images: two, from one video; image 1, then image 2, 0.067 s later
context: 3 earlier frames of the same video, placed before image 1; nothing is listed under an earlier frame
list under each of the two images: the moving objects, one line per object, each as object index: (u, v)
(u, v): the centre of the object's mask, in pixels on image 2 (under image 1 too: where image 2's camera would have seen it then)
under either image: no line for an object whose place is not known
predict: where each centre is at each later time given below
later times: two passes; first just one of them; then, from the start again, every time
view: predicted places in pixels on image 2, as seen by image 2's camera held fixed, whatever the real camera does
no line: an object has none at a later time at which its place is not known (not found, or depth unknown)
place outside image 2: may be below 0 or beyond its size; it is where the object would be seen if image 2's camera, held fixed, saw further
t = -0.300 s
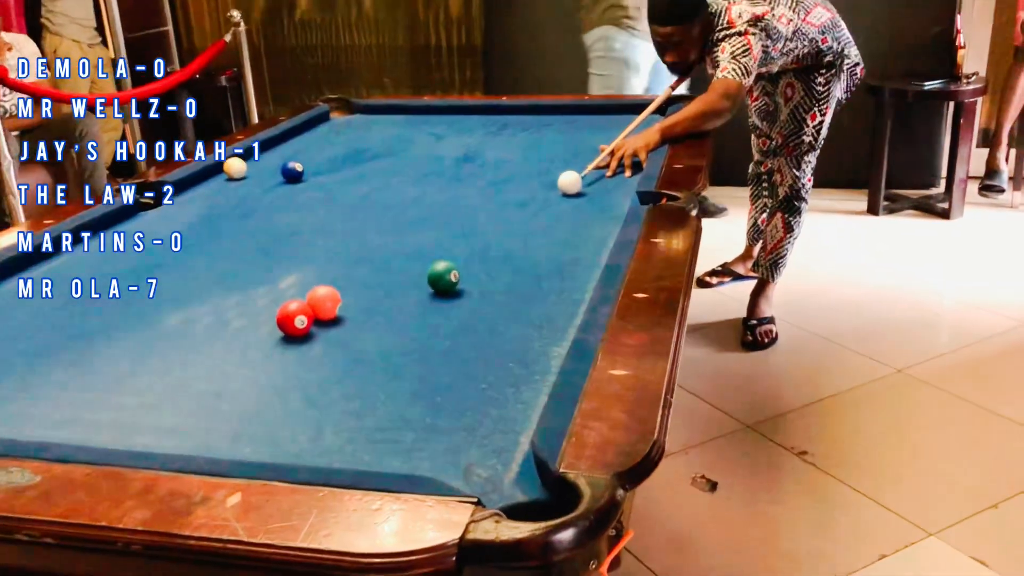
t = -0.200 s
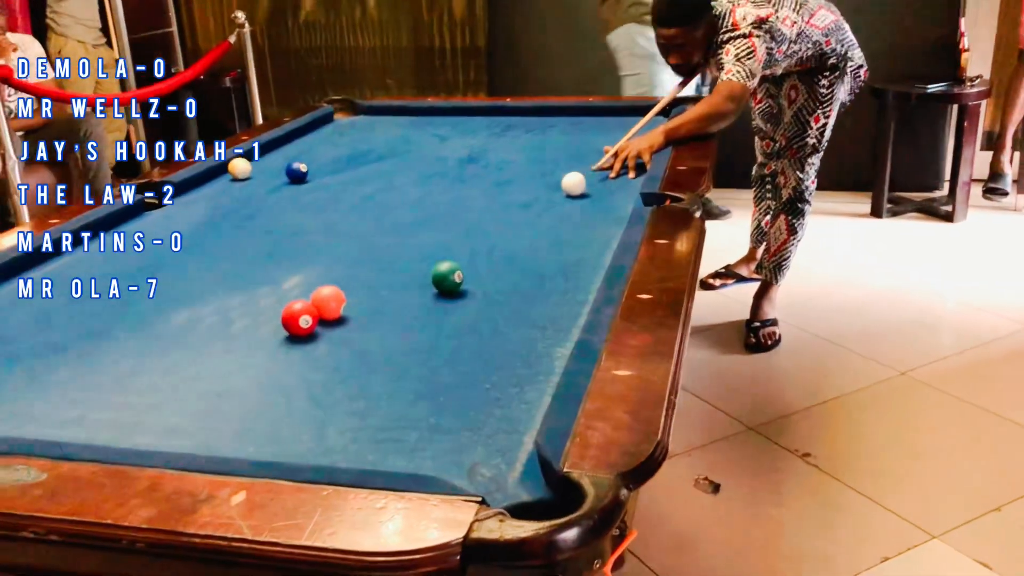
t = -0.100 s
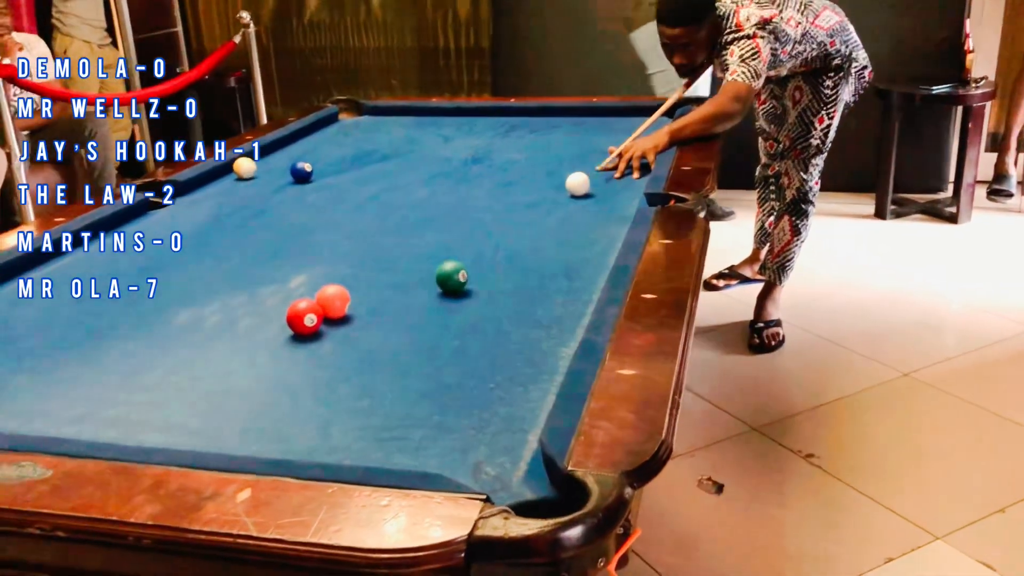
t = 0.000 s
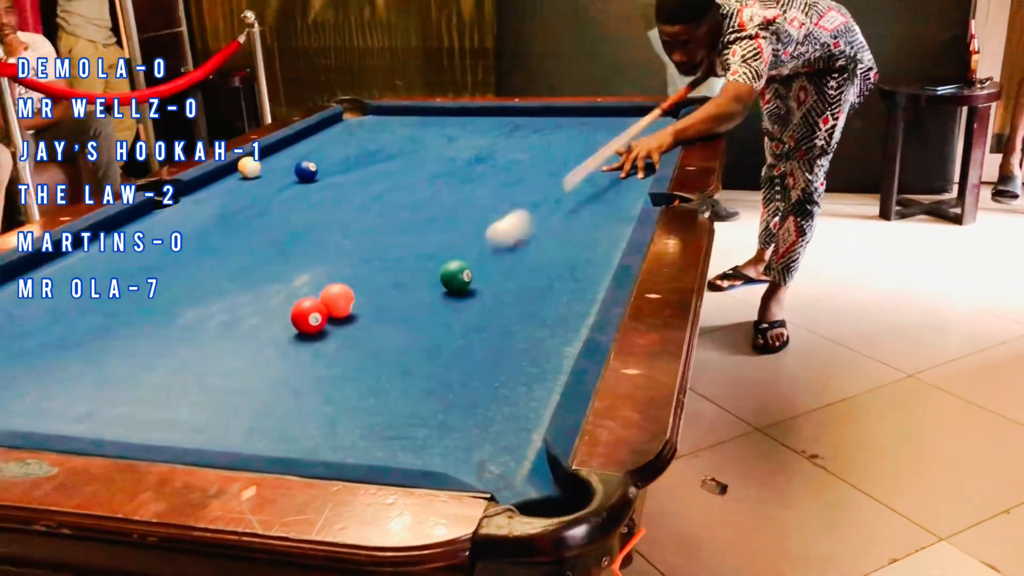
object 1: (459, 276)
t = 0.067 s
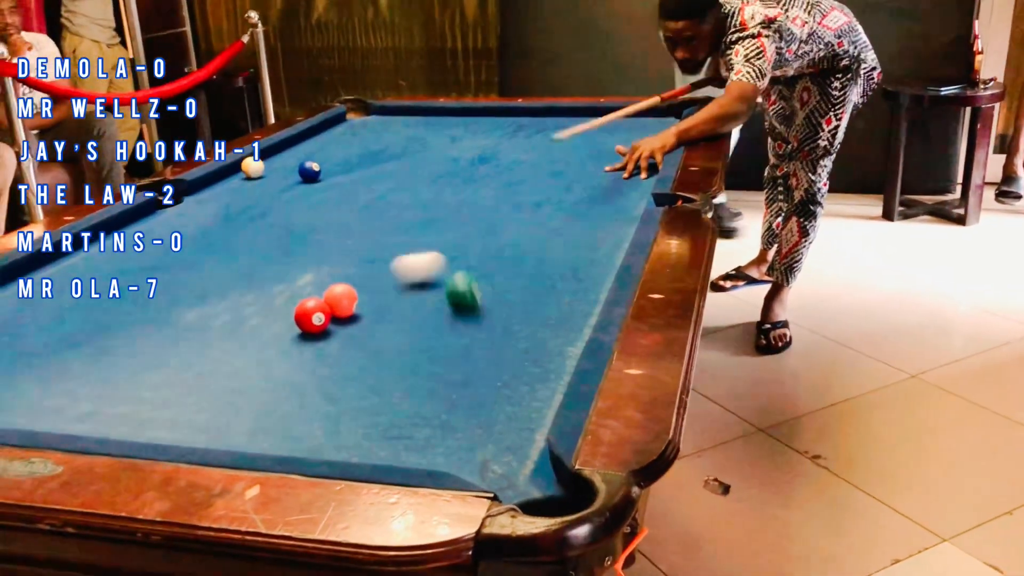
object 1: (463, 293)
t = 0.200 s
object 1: (492, 432)
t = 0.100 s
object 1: (469, 322)
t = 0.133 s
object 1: (477, 354)
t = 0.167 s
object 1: (484, 392)
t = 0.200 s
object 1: (492, 432)
